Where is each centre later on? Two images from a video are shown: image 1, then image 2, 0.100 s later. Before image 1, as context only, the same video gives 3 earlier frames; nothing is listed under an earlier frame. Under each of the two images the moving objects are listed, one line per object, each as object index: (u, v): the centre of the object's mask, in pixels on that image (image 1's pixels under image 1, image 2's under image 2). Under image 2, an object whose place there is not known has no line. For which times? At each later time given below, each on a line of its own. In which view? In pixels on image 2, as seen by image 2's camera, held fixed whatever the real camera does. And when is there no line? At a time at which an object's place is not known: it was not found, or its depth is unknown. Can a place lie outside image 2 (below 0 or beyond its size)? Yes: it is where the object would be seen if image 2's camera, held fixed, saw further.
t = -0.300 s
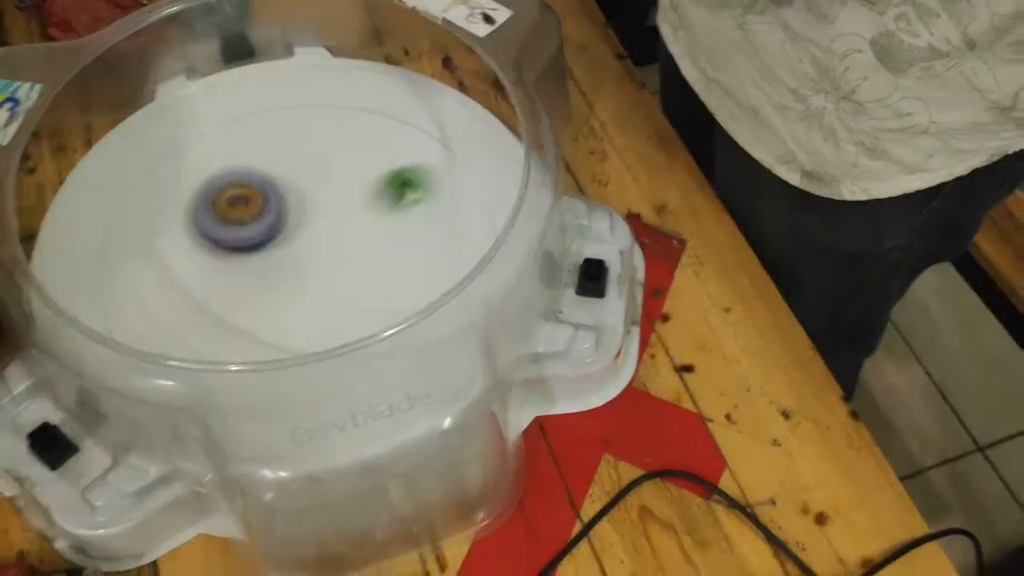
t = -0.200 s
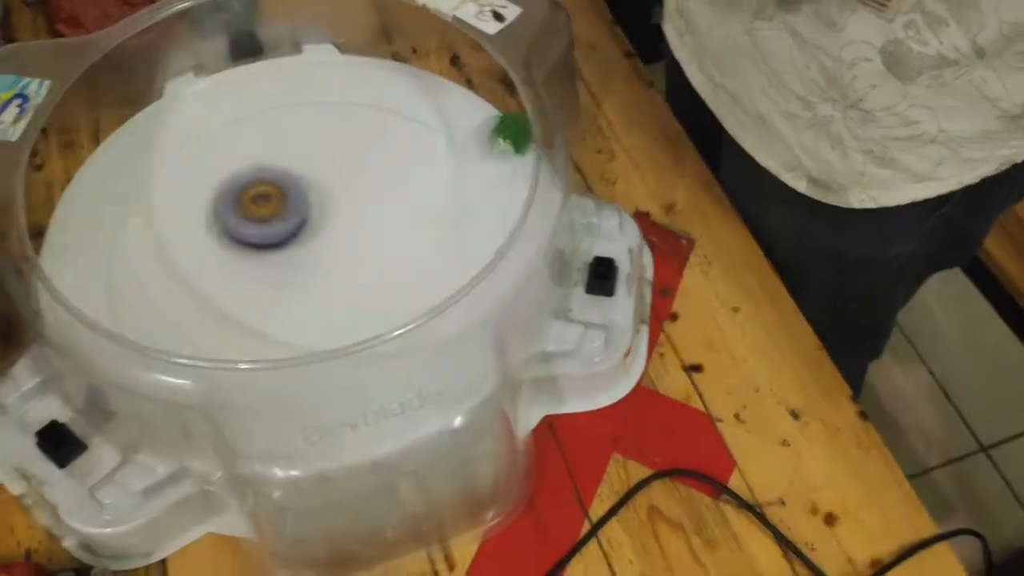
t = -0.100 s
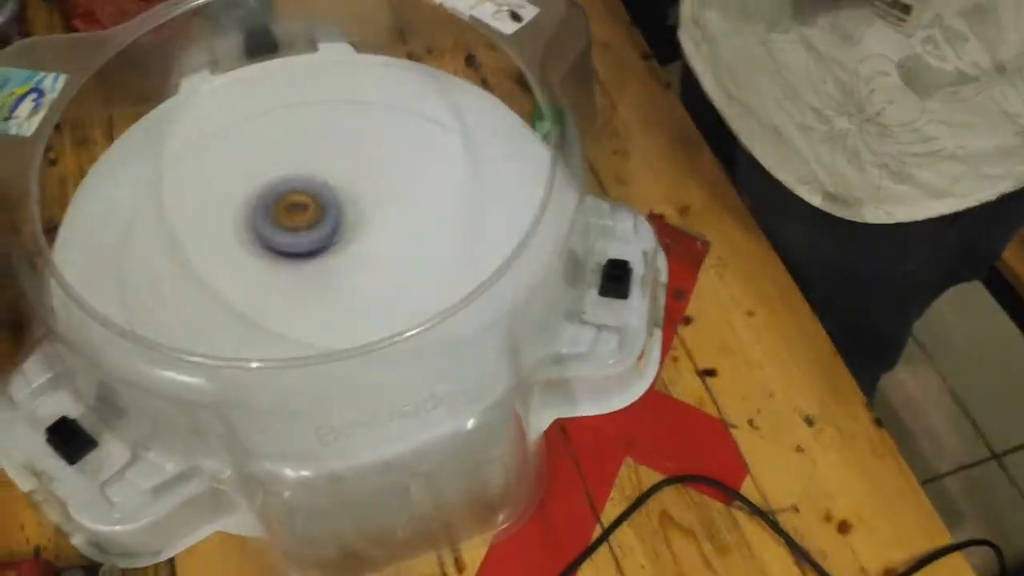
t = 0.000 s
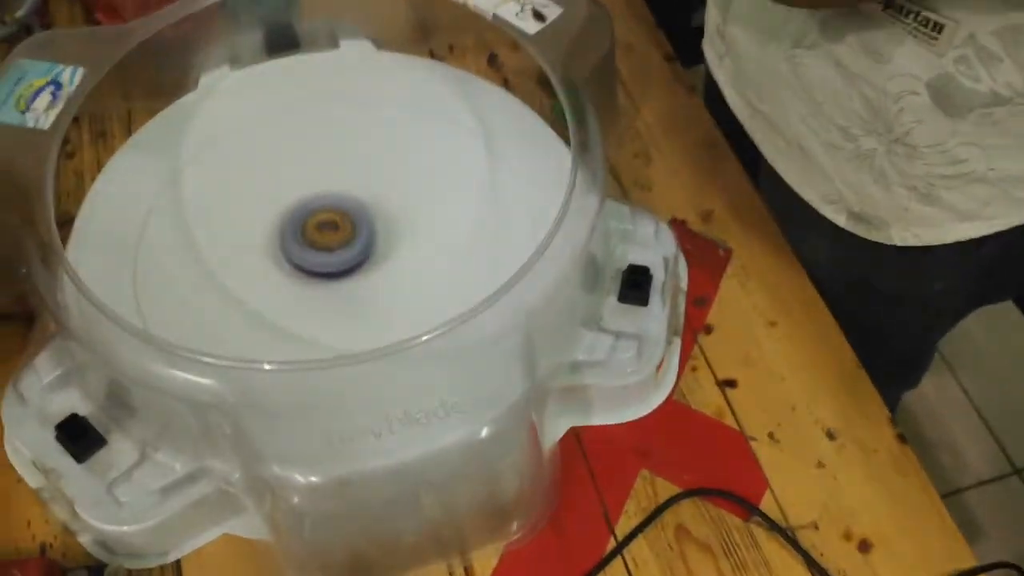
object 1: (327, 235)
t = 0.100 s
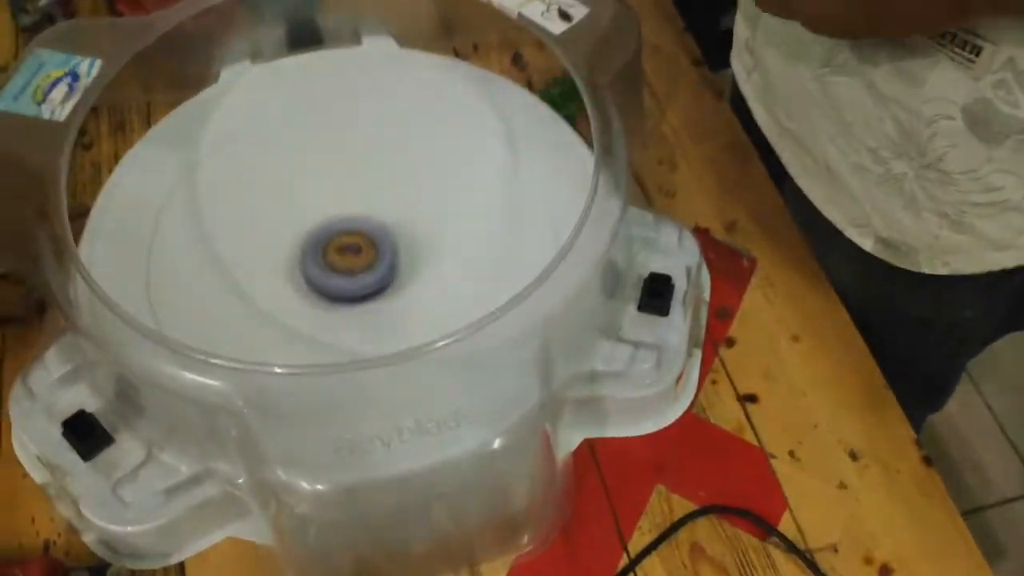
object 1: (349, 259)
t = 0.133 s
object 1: (349, 266)
